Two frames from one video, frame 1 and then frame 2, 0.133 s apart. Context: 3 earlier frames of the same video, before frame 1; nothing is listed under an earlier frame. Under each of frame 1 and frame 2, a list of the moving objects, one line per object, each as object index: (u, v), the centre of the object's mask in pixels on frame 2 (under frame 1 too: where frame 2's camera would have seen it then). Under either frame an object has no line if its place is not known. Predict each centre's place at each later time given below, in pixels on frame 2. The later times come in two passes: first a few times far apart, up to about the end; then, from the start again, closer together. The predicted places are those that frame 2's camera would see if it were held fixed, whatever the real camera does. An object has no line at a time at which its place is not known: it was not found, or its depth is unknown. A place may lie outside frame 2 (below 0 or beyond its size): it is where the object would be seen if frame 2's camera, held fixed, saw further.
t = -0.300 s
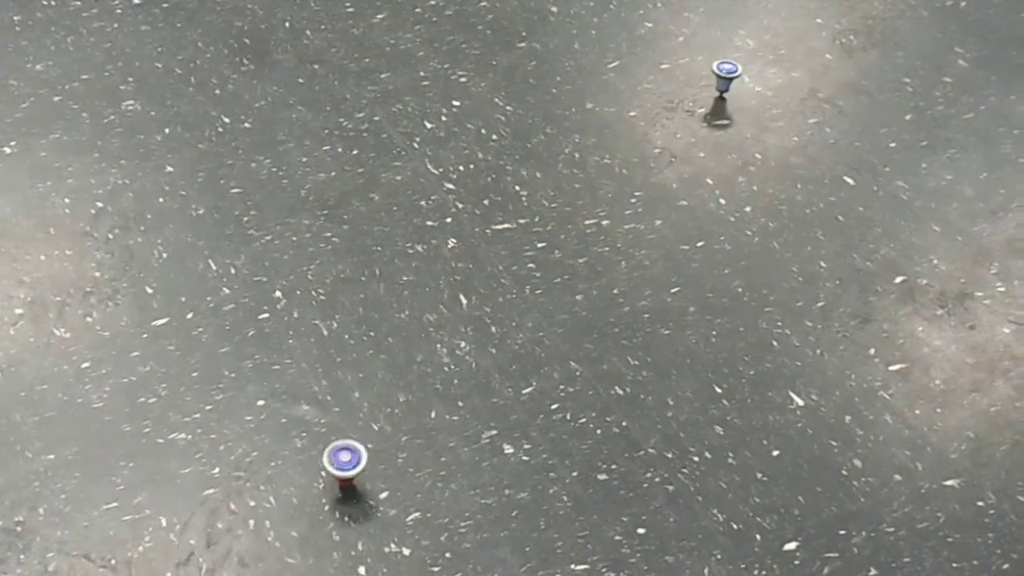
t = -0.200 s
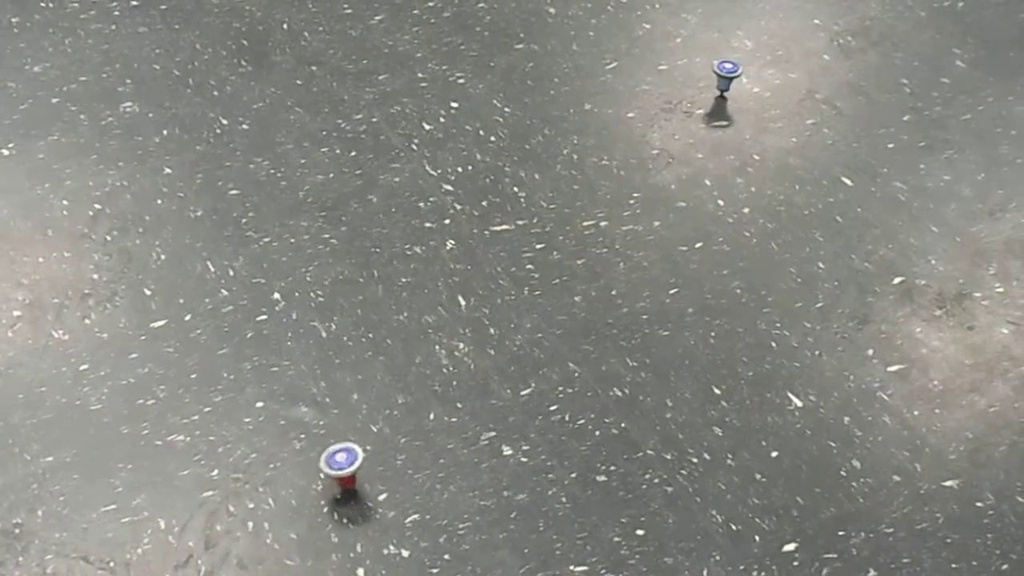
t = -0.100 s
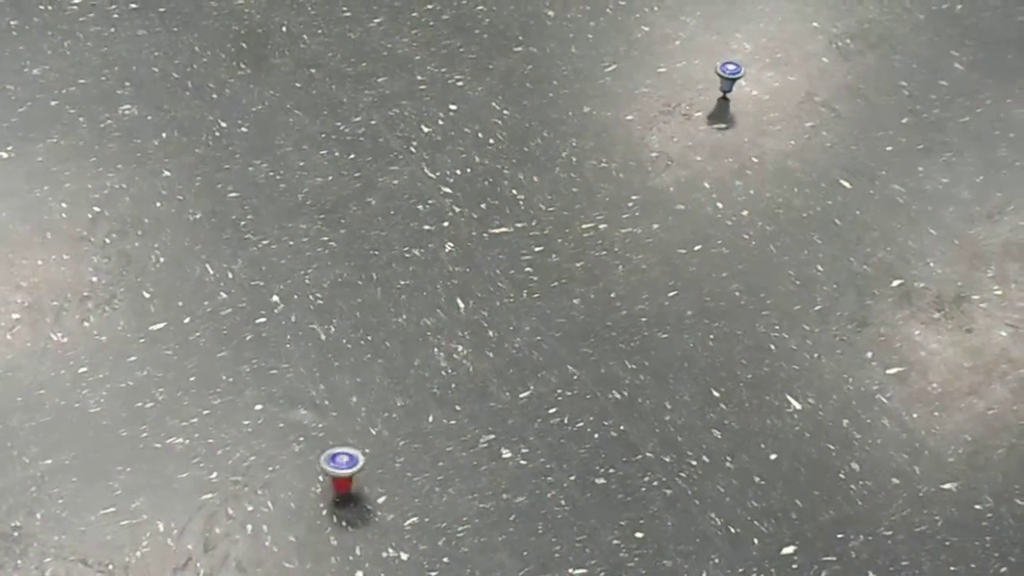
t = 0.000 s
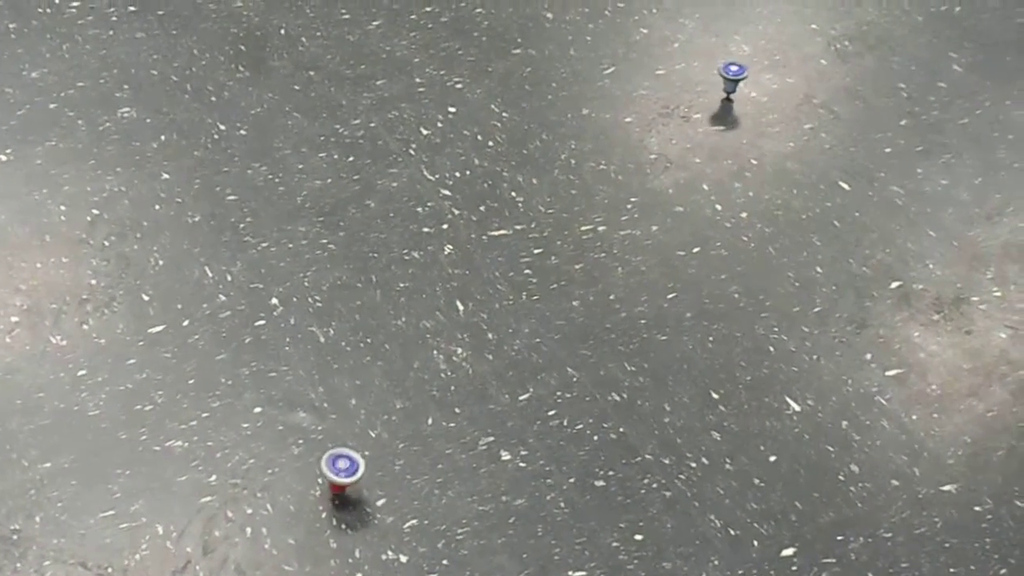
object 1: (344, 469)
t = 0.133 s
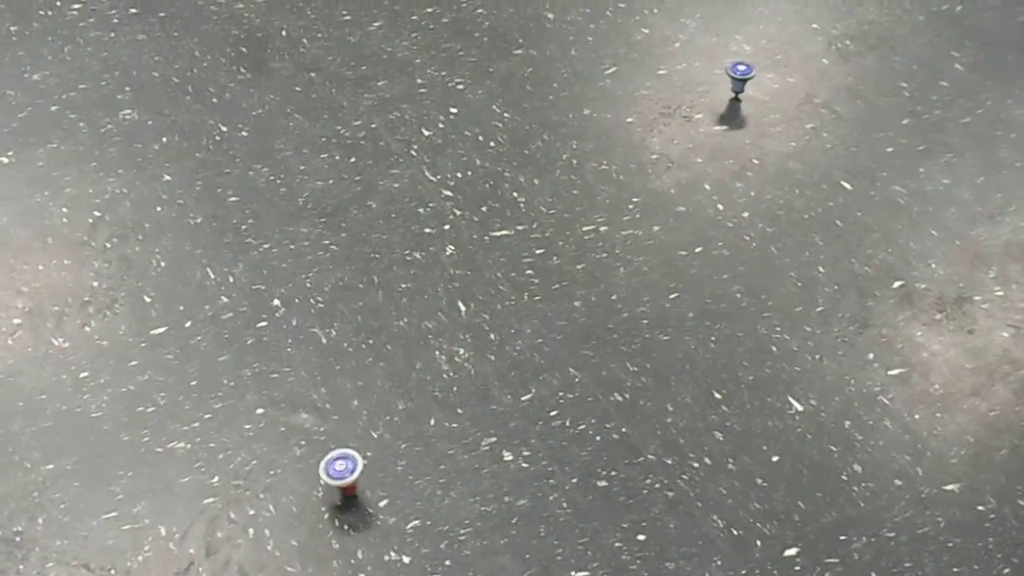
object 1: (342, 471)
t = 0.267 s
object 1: (342, 472)
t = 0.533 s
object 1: (339, 477)
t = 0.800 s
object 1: (316, 485)
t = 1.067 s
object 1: (329, 477)
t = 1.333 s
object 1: (330, 483)
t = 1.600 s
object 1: (340, 483)
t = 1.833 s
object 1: (331, 471)
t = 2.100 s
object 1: (333, 491)
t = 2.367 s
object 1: (346, 477)
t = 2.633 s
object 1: (330, 475)
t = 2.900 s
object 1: (326, 490)
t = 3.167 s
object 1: (336, 502)
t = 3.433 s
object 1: (359, 503)
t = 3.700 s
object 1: (384, 491)
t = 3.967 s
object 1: (371, 492)
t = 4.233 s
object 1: (369, 492)
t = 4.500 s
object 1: (361, 497)
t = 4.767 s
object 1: (380, 487)
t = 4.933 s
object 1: (416, 500)
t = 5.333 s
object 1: (465, 465)
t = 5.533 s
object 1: (448, 447)
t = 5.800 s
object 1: (412, 449)
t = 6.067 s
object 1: (396, 469)
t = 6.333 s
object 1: (401, 494)
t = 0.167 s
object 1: (342, 472)
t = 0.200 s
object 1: (342, 472)
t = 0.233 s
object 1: (343, 472)
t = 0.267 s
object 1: (342, 472)
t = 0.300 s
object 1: (343, 472)
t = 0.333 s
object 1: (344, 470)
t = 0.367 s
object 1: (344, 471)
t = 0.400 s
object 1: (345, 472)
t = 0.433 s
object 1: (346, 472)
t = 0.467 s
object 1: (345, 472)
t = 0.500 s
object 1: (342, 475)
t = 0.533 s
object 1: (339, 477)
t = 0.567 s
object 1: (337, 484)
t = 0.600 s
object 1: (335, 488)
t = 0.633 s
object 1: (332, 490)
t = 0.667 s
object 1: (330, 491)
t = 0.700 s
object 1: (328, 491)
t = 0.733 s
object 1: (325, 495)
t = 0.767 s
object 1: (320, 491)
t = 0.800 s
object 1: (316, 485)
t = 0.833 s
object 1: (315, 483)
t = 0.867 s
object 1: (316, 484)
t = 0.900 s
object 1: (318, 485)
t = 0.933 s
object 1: (323, 485)
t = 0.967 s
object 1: (325, 481)
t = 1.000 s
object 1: (327, 476)
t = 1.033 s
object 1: (329, 475)
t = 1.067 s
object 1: (329, 477)
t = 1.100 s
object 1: (333, 487)
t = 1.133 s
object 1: (334, 489)
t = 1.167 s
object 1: (335, 489)
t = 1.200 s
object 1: (336, 489)
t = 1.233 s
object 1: (335, 491)
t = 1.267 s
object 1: (335, 491)
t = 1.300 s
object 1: (332, 488)
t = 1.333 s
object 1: (330, 483)
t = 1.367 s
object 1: (329, 477)
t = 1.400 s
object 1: (327, 476)
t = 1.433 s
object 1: (326, 475)
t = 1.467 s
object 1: (327, 478)
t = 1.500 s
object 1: (326, 484)
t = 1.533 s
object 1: (330, 487)
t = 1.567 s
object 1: (336, 485)
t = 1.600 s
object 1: (340, 483)
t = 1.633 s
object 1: (342, 485)
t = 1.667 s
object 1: (342, 485)
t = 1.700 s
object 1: (342, 486)
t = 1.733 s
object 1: (339, 487)
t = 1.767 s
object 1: (334, 484)
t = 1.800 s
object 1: (334, 476)
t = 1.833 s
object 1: (331, 471)
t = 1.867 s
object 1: (329, 470)
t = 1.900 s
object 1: (328, 469)
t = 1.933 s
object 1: (327, 474)
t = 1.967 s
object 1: (325, 479)
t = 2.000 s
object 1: (326, 484)
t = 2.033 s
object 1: (331, 488)
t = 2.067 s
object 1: (333, 491)
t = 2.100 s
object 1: (333, 491)
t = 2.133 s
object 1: (333, 492)
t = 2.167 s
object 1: (334, 493)
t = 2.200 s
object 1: (336, 494)
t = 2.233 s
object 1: (337, 492)
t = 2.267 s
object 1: (341, 490)
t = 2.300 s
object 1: (344, 488)
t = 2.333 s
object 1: (346, 484)
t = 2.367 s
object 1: (346, 477)
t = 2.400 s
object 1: (347, 474)
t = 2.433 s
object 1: (348, 473)
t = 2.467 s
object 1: (348, 473)
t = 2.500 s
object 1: (347, 478)
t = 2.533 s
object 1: (345, 479)
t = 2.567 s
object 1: (338, 479)
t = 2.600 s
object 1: (334, 477)
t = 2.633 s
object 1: (330, 475)
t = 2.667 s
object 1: (329, 470)
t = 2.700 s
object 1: (325, 467)
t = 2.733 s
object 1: (324, 467)
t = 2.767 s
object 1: (323, 470)
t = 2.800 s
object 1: (321, 476)
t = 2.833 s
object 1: (320, 482)
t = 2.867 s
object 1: (324, 486)
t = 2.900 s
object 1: (326, 490)
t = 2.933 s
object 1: (322, 494)
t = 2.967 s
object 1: (318, 497)
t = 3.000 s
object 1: (319, 498)
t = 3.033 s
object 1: (319, 497)
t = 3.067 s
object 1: (321, 499)
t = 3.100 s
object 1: (326, 500)
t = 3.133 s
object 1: (332, 501)
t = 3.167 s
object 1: (336, 502)
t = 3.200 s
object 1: (337, 503)
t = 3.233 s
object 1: (340, 502)
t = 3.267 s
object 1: (346, 503)
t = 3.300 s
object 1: (349, 503)
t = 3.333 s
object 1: (352, 503)
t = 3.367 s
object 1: (354, 504)
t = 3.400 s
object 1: (356, 504)
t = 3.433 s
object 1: (359, 503)
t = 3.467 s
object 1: (361, 501)
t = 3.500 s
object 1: (367, 499)
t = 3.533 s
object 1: (371, 496)
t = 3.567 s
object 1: (372, 492)
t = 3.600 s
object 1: (374, 488)
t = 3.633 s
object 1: (377, 485)
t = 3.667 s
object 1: (381, 485)
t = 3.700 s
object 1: (384, 491)
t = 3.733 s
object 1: (384, 492)
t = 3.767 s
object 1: (378, 493)
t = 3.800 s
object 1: (375, 493)
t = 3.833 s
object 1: (374, 490)
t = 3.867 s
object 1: (375, 487)
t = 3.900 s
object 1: (375, 489)
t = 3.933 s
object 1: (373, 491)
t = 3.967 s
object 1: (371, 492)
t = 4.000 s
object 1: (374, 494)
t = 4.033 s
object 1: (375, 496)
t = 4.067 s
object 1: (373, 498)
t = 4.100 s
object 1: (370, 497)
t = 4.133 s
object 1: (367, 498)
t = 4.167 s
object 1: (367, 498)
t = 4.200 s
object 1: (366, 493)
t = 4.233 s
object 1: (369, 492)
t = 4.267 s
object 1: (370, 491)
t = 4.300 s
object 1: (368, 490)
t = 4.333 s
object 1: (371, 491)
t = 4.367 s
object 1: (374, 493)
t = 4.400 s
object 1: (374, 495)
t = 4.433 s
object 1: (369, 496)
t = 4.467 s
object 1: (366, 497)
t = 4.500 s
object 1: (361, 497)
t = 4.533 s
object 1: (360, 495)
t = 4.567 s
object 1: (358, 490)
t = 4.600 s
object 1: (360, 487)
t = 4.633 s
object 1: (364, 486)
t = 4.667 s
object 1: (368, 486)
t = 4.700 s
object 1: (371, 486)
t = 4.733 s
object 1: (375, 486)
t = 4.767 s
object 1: (380, 487)
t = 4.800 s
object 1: (385, 489)
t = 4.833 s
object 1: (391, 491)
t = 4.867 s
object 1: (398, 494)
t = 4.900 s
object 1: (406, 498)
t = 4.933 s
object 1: (416, 500)
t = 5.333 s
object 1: (465, 465)
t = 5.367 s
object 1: (463, 462)
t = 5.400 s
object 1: (462, 458)
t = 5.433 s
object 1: (459, 454)
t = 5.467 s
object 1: (457, 451)
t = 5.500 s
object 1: (453, 449)
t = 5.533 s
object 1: (448, 447)
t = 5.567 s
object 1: (444, 445)
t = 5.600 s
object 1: (439, 444)
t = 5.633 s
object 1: (435, 444)
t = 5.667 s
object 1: (430, 444)
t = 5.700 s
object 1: (426, 445)
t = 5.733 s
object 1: (421, 446)
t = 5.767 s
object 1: (416, 448)
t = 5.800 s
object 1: (412, 449)
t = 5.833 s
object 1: (409, 452)
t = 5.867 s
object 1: (407, 452)
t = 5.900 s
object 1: (404, 455)
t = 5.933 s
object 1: (403, 457)
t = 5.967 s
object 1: (400, 461)
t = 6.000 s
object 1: (398, 463)
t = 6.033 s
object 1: (397, 467)
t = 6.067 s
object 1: (396, 469)
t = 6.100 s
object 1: (395, 471)
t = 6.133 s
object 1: (395, 474)
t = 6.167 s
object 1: (395, 477)
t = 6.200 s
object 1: (395, 481)
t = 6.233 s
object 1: (395, 484)
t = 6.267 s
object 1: (397, 487)
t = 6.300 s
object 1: (399, 490)
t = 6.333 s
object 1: (401, 494)
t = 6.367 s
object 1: (405, 498)
